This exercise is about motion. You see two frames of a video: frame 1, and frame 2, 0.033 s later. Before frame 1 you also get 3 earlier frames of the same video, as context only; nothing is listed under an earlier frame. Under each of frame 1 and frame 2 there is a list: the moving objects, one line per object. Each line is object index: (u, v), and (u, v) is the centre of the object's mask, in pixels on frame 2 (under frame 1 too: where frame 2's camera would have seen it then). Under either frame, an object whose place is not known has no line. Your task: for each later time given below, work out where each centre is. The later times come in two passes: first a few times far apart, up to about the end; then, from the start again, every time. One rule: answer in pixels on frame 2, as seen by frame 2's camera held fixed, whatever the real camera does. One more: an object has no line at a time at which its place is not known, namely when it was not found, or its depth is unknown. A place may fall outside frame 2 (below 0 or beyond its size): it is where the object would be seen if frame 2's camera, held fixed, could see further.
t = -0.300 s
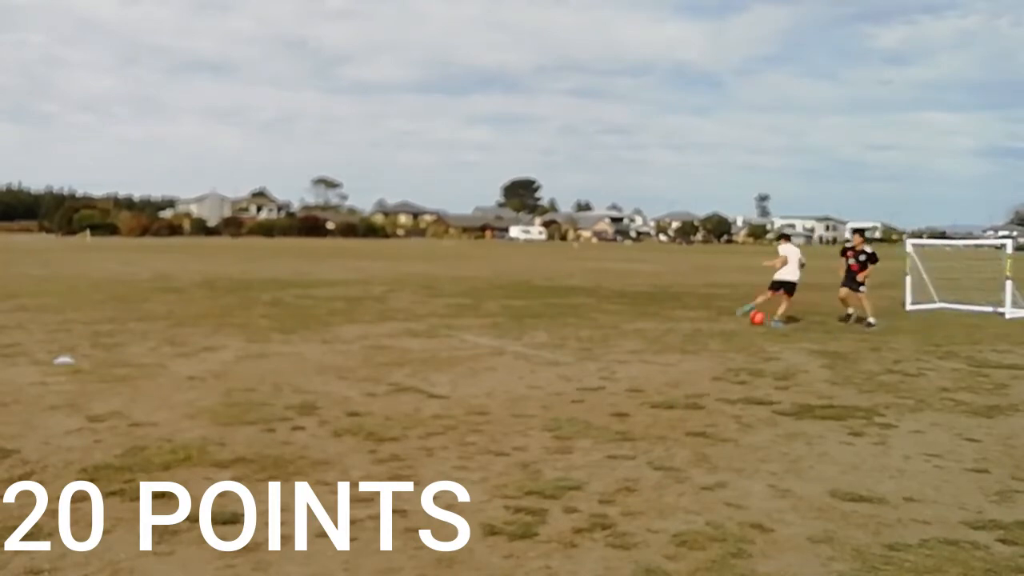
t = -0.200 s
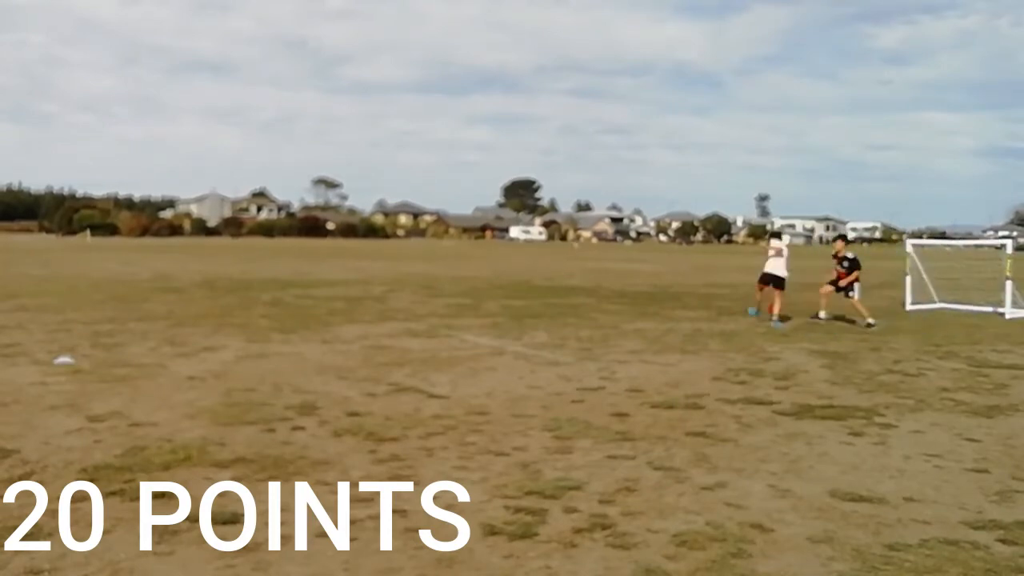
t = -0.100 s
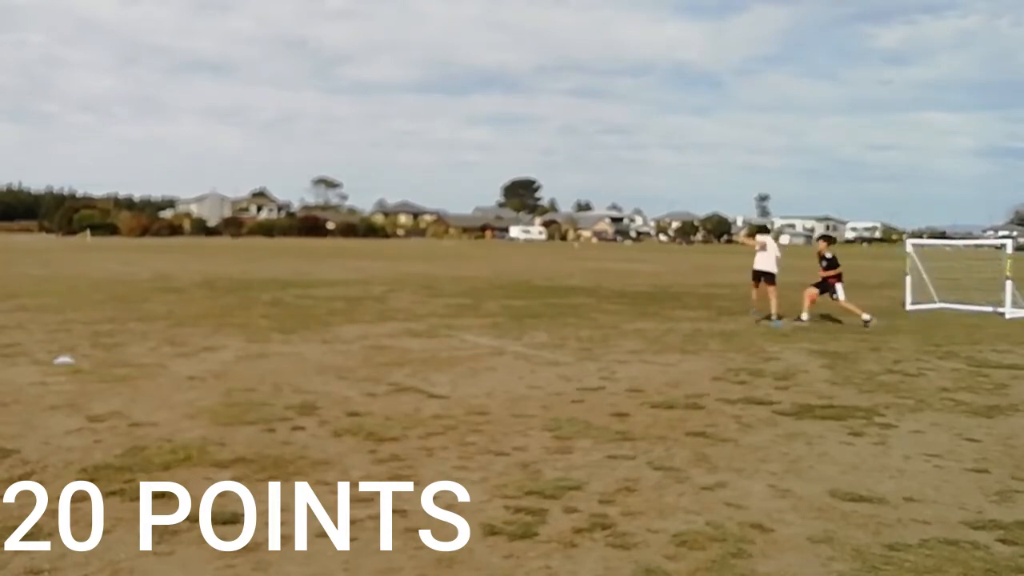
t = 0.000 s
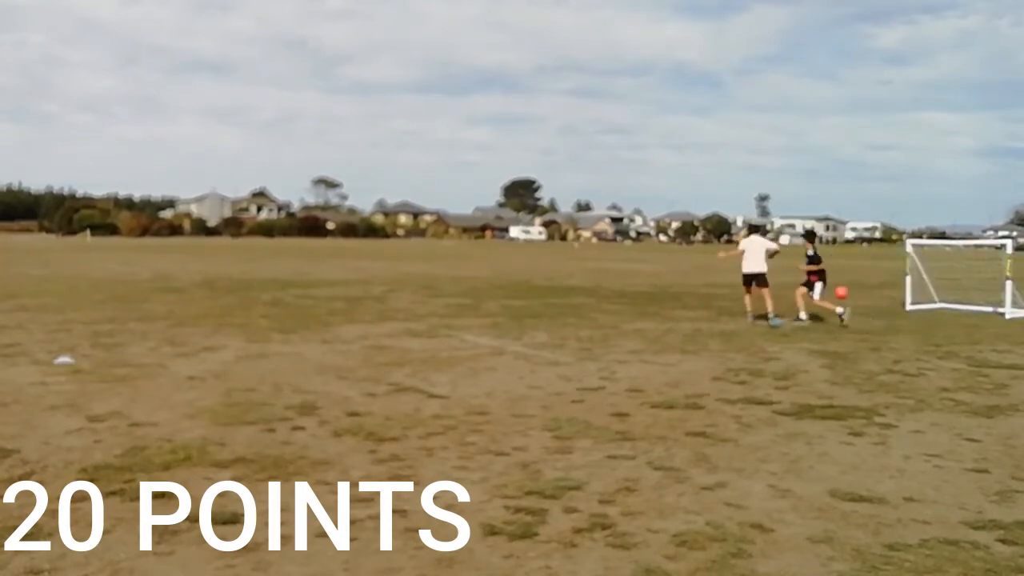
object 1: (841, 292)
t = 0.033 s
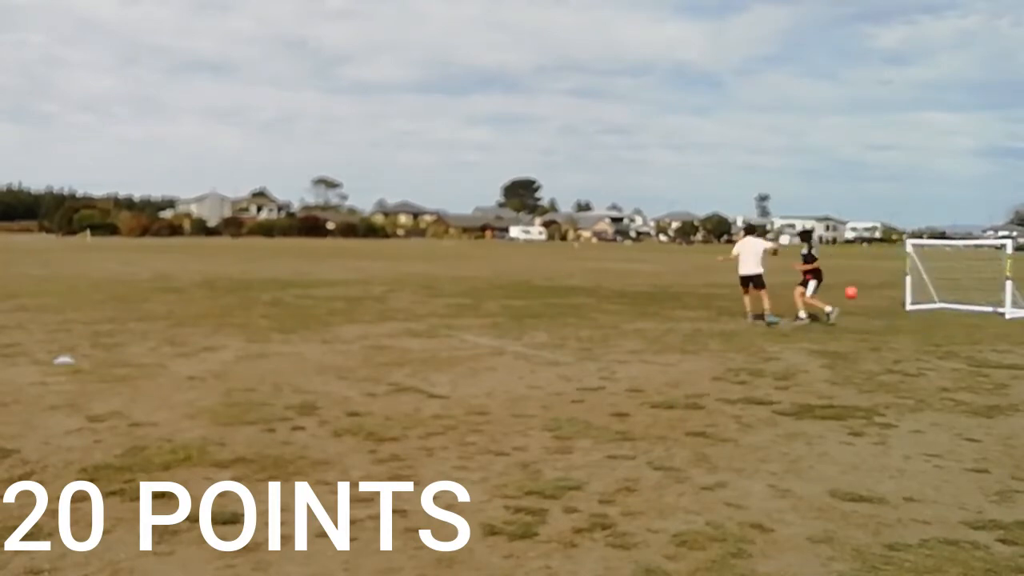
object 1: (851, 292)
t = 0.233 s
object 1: (902, 304)
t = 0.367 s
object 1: (893, 303)
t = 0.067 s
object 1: (860, 293)
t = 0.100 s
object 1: (869, 294)
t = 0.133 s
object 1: (878, 295)
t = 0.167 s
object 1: (886, 298)
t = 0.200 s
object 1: (895, 301)
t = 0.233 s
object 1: (902, 304)
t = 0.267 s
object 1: (903, 305)
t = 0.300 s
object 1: (901, 304)
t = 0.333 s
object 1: (897, 303)
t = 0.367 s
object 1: (893, 303)
